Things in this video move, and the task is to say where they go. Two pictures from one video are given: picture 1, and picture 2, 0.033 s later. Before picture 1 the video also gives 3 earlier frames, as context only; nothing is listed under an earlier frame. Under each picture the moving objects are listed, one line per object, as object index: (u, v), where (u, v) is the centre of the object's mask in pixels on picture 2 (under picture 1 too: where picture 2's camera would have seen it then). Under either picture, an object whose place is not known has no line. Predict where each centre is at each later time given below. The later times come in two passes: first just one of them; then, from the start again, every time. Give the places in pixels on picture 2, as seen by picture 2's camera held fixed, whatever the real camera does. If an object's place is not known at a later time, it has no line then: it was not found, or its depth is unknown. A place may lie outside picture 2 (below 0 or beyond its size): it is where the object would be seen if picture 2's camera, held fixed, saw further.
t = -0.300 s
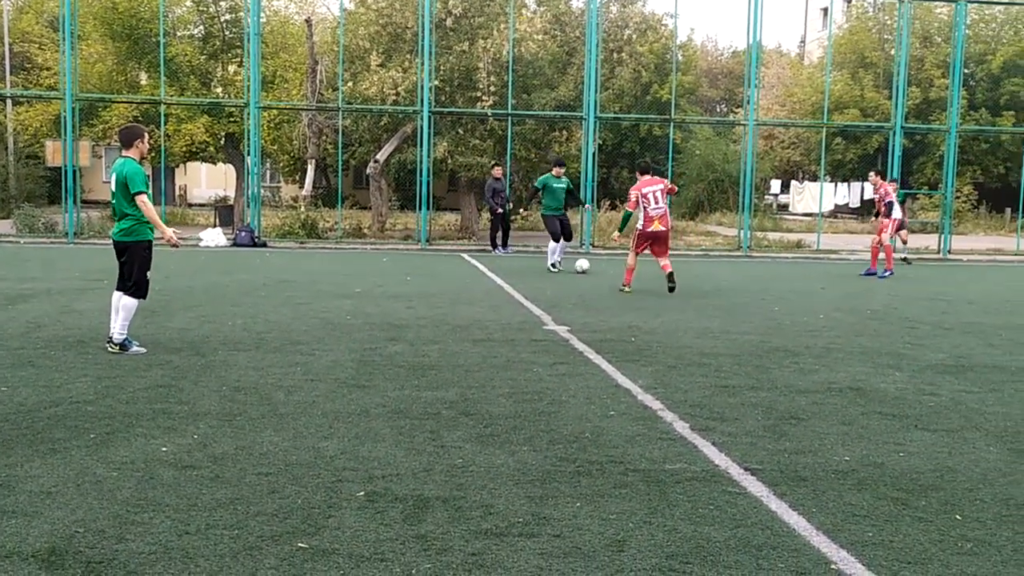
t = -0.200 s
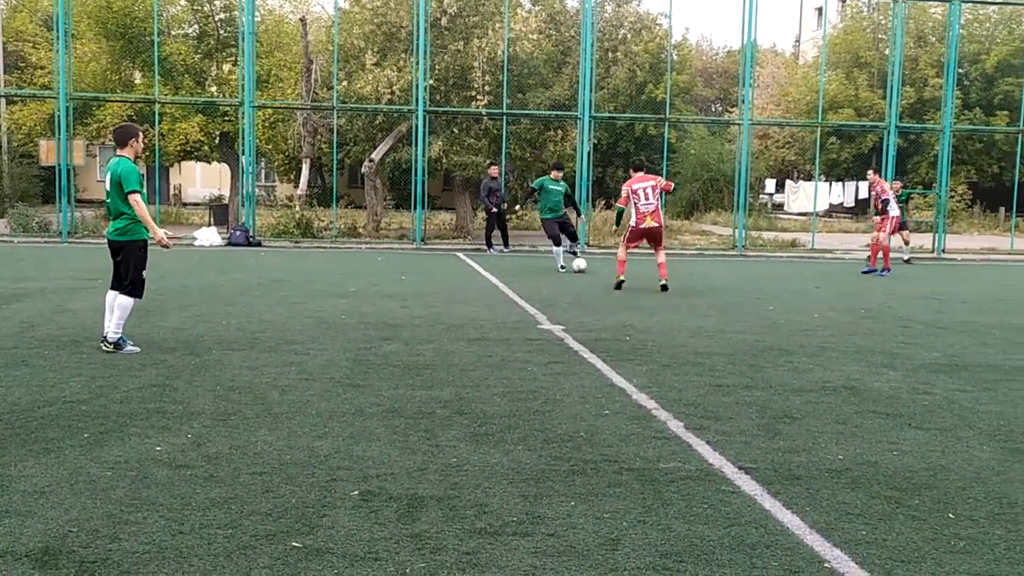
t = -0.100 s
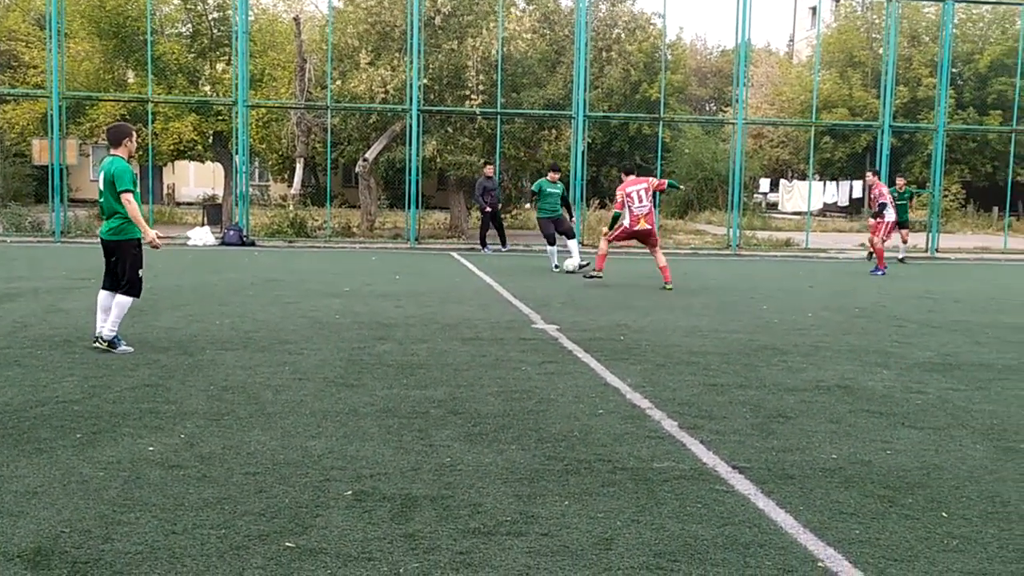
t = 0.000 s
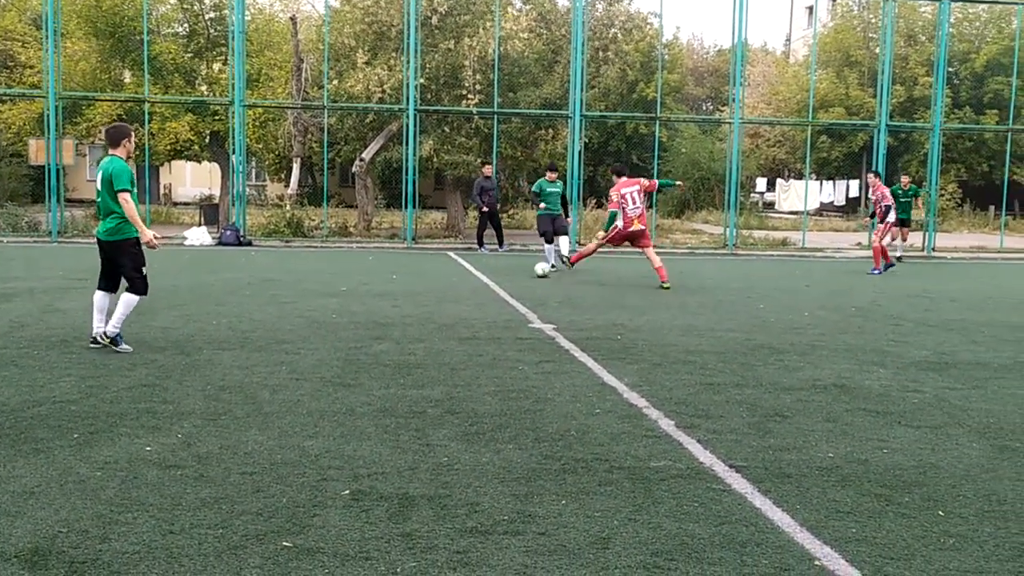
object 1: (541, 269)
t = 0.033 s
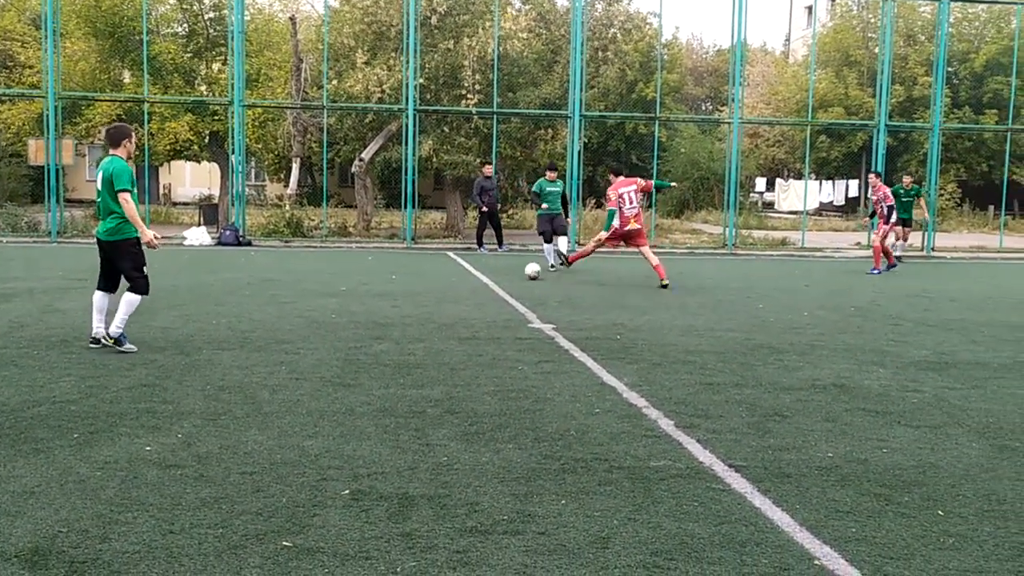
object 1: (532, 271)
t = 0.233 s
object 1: (477, 283)
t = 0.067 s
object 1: (523, 272)
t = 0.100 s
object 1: (514, 275)
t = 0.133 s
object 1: (505, 276)
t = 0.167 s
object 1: (496, 277)
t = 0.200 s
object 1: (486, 280)
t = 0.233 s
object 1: (477, 283)
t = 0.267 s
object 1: (467, 284)
